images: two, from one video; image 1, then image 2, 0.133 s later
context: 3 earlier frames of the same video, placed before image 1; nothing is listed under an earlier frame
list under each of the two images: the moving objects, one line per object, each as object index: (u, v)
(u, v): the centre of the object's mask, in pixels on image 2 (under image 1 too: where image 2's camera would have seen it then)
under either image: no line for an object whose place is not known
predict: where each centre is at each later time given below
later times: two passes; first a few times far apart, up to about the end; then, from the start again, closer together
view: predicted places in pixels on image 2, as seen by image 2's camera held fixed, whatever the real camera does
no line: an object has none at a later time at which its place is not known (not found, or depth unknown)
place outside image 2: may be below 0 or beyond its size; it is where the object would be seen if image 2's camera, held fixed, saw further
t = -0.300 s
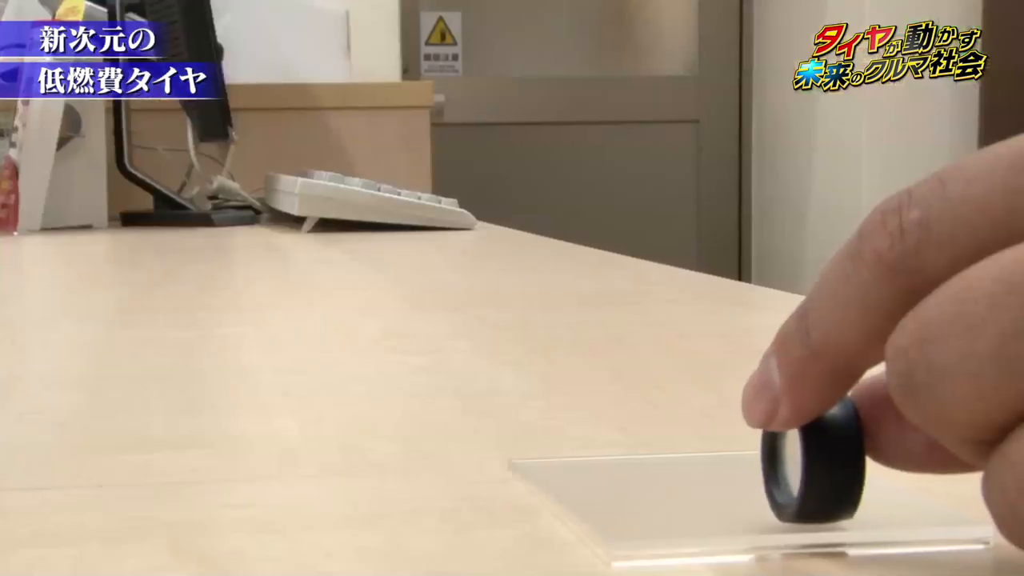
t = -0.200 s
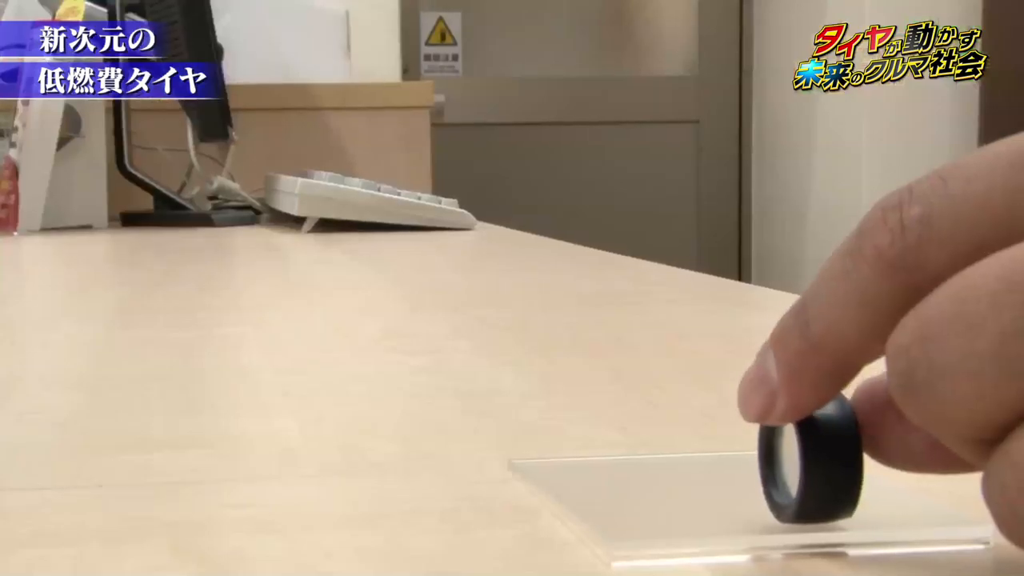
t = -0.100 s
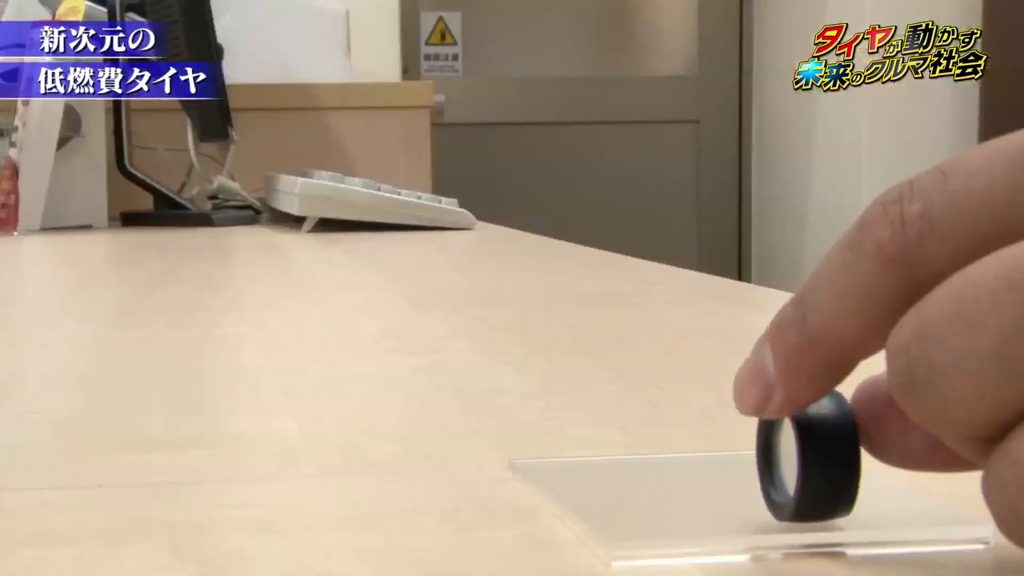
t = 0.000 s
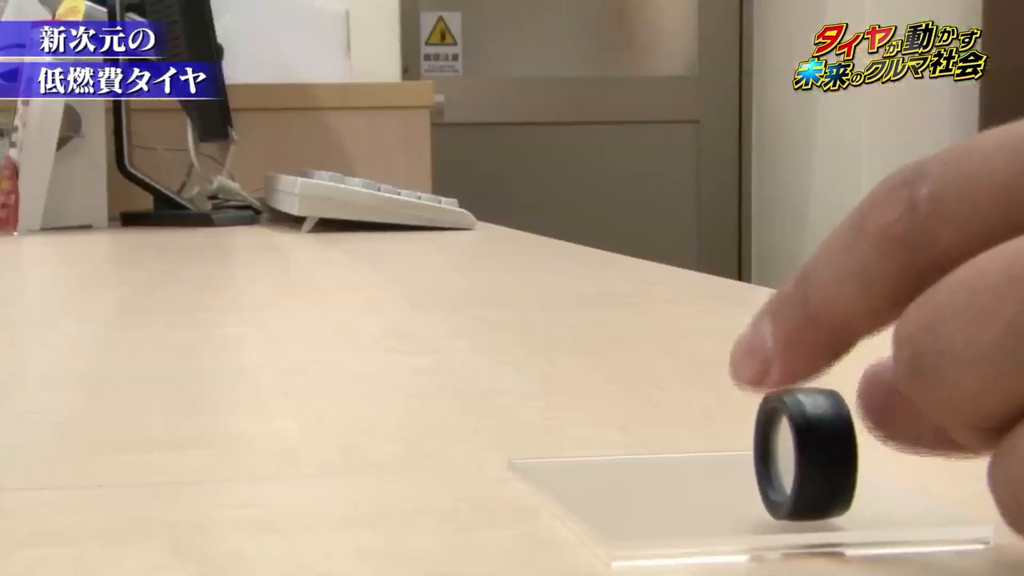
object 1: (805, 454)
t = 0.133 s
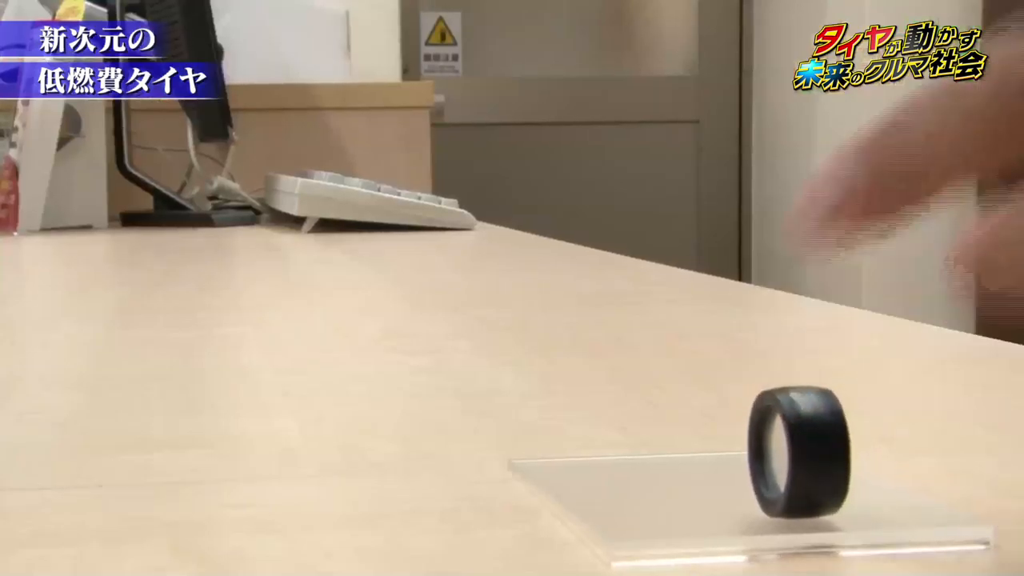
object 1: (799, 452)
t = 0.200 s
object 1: (794, 450)
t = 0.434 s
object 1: (773, 443)
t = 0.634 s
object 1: (749, 434)
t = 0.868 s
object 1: (716, 421)
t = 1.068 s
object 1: (687, 411)
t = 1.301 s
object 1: (648, 403)
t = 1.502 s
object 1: (604, 387)
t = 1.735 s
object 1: (561, 371)
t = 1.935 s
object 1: (529, 359)
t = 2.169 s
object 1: (498, 347)
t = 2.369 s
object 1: (476, 339)
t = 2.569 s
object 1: (457, 332)
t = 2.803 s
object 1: (437, 325)
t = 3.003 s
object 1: (423, 319)
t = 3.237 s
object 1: (408, 314)
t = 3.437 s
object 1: (397, 310)
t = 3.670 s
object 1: (386, 307)
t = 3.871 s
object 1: (378, 304)
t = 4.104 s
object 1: (370, 302)
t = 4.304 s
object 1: (365, 300)
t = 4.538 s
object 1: (361, 299)
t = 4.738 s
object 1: (358, 298)
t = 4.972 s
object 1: (356, 298)
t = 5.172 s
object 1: (356, 298)
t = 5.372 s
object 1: (357, 298)
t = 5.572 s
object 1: (357, 298)
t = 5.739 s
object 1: (357, 298)
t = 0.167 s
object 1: (797, 451)
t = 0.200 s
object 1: (794, 450)
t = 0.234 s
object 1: (792, 449)
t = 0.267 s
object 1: (789, 448)
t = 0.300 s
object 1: (786, 447)
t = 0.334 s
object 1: (783, 446)
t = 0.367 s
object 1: (780, 445)
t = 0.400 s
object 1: (776, 444)
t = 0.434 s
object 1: (773, 443)
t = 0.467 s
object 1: (769, 441)
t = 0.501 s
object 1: (766, 439)
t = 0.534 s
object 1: (761, 438)
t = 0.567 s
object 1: (757, 436)
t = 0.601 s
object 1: (753, 435)
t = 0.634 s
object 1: (749, 434)
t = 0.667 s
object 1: (744, 432)
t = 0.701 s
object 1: (740, 430)
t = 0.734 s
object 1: (735, 429)
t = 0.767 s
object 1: (730, 427)
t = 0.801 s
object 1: (726, 425)
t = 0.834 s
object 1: (721, 424)
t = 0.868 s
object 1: (716, 421)
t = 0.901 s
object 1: (712, 420)
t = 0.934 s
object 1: (706, 418)
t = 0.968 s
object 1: (702, 416)
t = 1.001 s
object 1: (696, 414)
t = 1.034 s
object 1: (691, 412)
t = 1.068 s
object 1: (687, 411)
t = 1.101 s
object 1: (681, 408)
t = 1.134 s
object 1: (676, 406)
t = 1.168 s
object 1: (672, 404)
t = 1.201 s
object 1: (666, 402)
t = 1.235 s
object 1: (662, 400)
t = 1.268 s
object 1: (656, 401)
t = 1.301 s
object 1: (648, 403)
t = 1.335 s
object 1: (639, 402)
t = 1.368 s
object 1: (632, 400)
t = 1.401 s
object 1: (625, 396)
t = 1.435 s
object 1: (616, 393)
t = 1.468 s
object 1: (610, 390)
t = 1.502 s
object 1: (604, 387)
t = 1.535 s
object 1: (596, 385)
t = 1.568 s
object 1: (588, 382)
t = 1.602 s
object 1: (584, 380)
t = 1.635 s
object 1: (578, 377)
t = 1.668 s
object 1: (570, 375)
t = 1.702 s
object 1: (565, 373)
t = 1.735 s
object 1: (561, 371)
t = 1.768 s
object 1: (554, 369)
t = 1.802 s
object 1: (548, 367)
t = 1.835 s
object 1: (544, 365)
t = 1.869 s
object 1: (539, 363)
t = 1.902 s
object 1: (532, 361)
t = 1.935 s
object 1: (529, 359)
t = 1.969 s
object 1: (525, 357)
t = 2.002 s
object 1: (520, 356)
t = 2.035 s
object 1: (514, 354)
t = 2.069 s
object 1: (512, 352)
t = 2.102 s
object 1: (508, 351)
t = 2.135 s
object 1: (502, 349)
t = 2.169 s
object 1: (498, 347)
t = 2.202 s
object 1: (496, 346)
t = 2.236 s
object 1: (491, 344)
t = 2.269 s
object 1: (487, 343)
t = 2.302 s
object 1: (484, 342)
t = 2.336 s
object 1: (481, 341)
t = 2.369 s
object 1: (476, 339)
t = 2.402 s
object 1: (474, 338)
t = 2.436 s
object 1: (470, 337)
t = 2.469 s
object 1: (467, 335)
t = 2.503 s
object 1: (464, 334)
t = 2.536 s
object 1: (460, 333)
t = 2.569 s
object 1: (457, 332)
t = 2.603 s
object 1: (455, 331)
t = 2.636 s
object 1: (451, 330)
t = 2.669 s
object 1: (448, 328)
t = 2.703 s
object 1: (446, 327)
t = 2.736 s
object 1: (443, 326)
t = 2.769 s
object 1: (440, 325)
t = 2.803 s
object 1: (437, 325)
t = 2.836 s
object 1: (435, 324)
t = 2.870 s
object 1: (432, 323)
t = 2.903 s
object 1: (430, 322)
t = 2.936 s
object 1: (427, 321)
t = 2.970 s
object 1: (425, 320)
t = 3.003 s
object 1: (423, 319)
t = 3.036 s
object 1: (420, 319)
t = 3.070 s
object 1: (418, 318)
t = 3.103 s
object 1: (416, 317)
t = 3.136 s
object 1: (414, 317)
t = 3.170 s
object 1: (412, 316)
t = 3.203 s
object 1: (409, 315)
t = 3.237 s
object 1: (408, 314)
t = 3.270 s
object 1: (405, 313)
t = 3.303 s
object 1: (404, 313)
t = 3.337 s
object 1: (402, 312)
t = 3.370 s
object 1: (400, 312)
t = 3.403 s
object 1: (398, 311)
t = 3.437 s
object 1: (397, 310)
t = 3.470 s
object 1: (395, 310)
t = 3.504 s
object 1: (393, 310)
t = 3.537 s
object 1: (391, 309)
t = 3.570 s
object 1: (390, 308)
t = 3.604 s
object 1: (389, 308)
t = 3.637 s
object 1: (387, 307)
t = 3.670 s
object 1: (386, 307)
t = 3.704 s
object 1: (384, 306)
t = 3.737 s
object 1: (383, 306)
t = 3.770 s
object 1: (382, 305)
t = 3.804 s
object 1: (380, 305)
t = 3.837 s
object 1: (379, 304)
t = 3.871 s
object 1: (378, 304)
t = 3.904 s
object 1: (377, 303)
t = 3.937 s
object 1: (375, 303)
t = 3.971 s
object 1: (374, 303)
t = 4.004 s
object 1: (373, 302)
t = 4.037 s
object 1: (372, 302)
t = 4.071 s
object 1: (371, 302)
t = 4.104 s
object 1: (370, 302)
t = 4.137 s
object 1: (369, 301)
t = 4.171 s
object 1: (368, 301)
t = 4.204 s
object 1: (367, 301)
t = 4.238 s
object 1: (366, 301)
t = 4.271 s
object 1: (366, 300)
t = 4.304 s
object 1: (365, 300)
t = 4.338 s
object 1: (364, 300)
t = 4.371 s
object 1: (364, 300)
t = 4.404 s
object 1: (363, 299)
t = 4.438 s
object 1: (362, 299)
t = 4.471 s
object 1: (362, 299)
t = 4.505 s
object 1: (361, 299)
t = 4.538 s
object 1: (361, 299)
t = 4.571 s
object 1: (360, 299)
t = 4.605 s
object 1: (360, 299)
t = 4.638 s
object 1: (359, 298)
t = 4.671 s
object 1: (359, 298)
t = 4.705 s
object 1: (359, 298)
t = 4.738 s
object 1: (358, 298)
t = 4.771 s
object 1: (358, 298)
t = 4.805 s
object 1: (357, 298)
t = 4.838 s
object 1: (357, 298)
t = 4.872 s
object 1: (356, 298)
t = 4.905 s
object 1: (356, 298)
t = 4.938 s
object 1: (356, 298)
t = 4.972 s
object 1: (356, 298)
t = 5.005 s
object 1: (356, 298)
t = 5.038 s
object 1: (356, 298)
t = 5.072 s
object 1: (356, 298)
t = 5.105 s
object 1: (356, 298)
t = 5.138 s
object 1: (356, 298)
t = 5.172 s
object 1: (356, 298)
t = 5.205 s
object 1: (357, 298)
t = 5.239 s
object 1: (357, 298)
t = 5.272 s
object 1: (357, 298)
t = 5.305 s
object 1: (357, 298)
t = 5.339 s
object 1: (357, 298)
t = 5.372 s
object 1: (357, 298)
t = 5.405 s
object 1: (357, 298)
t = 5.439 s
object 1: (358, 298)
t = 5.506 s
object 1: (357, 298)
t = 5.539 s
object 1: (357, 298)
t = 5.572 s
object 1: (357, 298)
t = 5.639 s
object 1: (357, 298)
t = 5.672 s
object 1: (357, 298)
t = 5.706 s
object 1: (357, 298)
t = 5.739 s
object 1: (357, 298)
